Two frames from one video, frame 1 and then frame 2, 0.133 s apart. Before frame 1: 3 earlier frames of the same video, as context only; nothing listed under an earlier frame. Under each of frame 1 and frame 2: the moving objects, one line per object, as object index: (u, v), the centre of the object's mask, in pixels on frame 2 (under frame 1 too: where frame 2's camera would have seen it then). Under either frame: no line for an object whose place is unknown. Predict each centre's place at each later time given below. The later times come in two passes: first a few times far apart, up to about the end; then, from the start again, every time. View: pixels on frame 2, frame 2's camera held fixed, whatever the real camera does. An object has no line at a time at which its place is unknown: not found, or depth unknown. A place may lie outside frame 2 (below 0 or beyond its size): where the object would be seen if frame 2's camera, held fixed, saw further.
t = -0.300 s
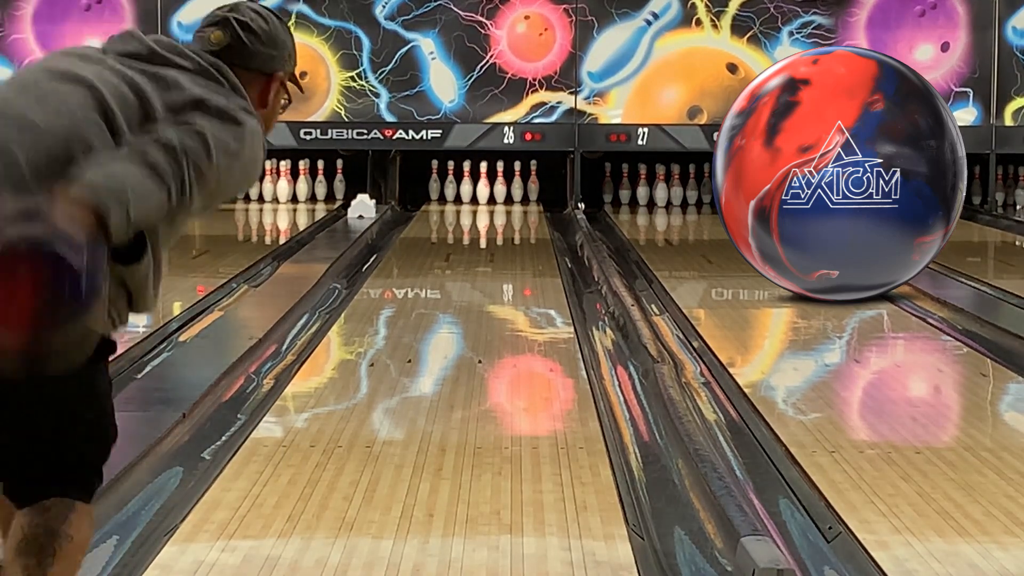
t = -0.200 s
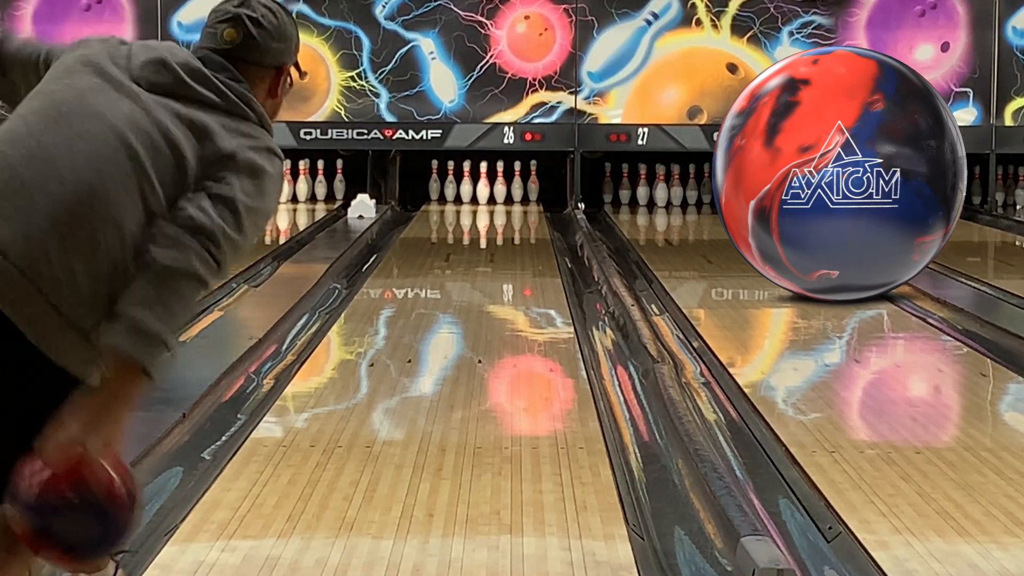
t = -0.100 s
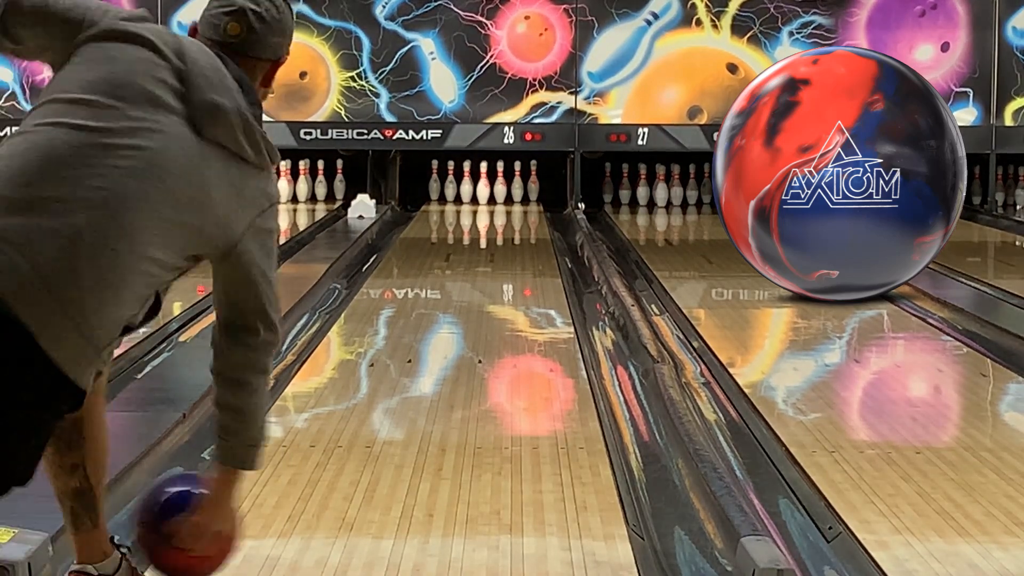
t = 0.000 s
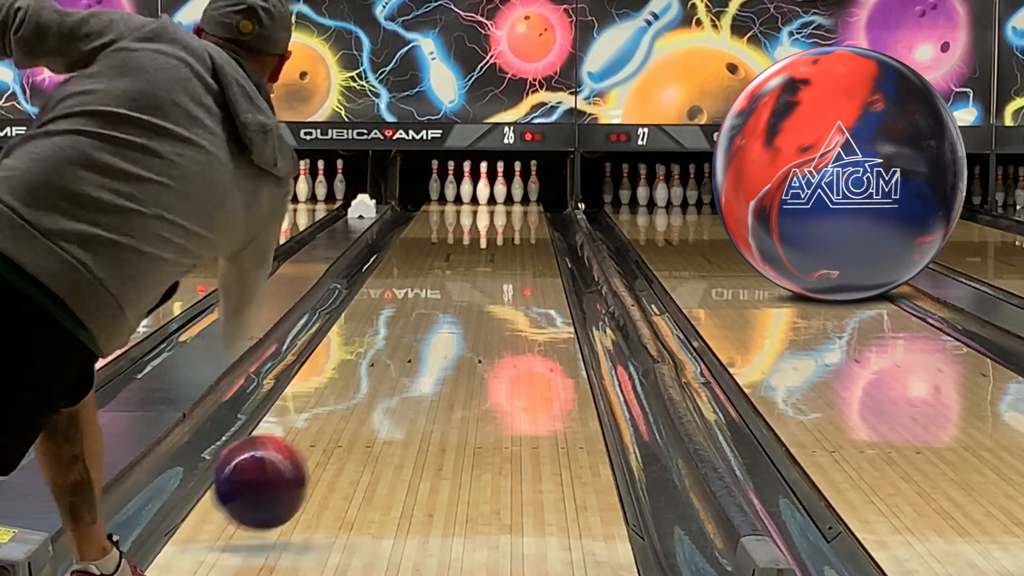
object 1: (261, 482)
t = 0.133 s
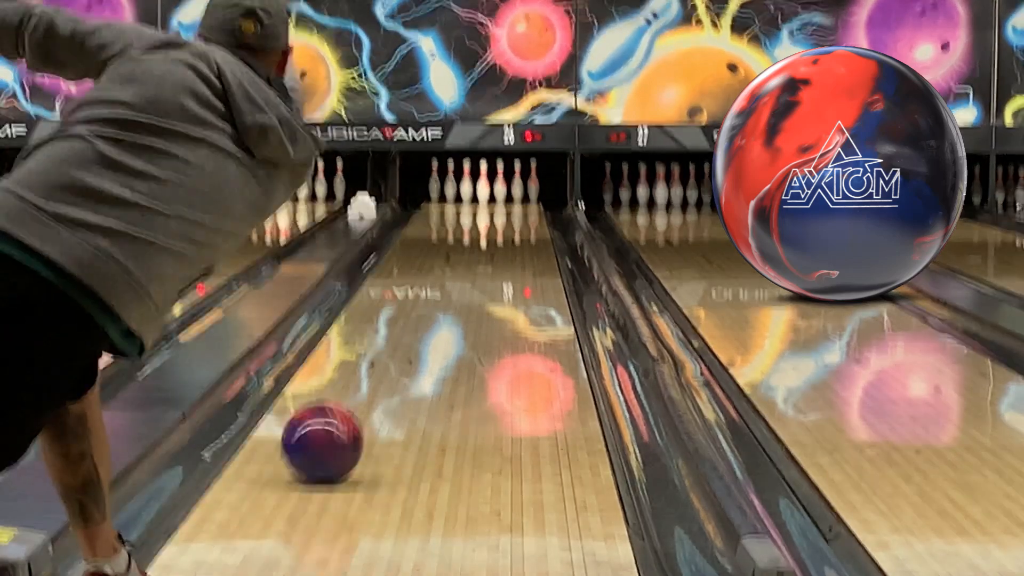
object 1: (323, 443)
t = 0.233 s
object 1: (359, 410)
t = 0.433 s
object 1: (411, 359)
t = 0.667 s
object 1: (453, 317)
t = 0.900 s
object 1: (482, 287)
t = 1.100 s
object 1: (501, 266)
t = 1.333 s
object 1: (517, 246)
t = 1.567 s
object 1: (529, 231)
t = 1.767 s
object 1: (534, 221)
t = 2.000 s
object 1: (532, 210)
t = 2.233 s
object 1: (519, 202)
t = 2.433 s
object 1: (502, 196)
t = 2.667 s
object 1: (489, 191)
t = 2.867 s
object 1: (478, 191)
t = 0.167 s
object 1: (335, 433)
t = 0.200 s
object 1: (347, 421)
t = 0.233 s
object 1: (359, 410)
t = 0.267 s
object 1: (368, 401)
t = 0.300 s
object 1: (378, 391)
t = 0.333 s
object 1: (387, 383)
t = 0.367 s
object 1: (396, 374)
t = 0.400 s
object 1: (403, 366)
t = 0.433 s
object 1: (411, 359)
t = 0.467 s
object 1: (418, 352)
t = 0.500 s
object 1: (425, 345)
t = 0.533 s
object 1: (431, 339)
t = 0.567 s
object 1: (437, 333)
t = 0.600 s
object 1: (443, 327)
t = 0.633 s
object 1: (448, 322)
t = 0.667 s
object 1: (453, 317)
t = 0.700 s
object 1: (458, 312)
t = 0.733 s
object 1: (463, 307)
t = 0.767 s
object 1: (467, 303)
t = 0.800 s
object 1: (471, 299)
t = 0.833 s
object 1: (475, 294)
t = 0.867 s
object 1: (479, 290)
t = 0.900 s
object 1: (482, 287)
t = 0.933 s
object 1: (486, 283)
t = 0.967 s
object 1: (489, 279)
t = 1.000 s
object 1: (493, 276)
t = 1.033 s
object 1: (495, 272)
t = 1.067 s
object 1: (498, 269)
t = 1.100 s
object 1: (501, 266)
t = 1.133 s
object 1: (504, 263)
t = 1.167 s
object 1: (506, 260)
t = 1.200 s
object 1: (509, 257)
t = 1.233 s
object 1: (511, 254)
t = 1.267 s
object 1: (514, 251)
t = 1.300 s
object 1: (516, 249)
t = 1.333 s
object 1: (517, 246)
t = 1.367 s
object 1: (519, 244)
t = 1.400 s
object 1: (522, 242)
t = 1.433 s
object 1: (523, 240)
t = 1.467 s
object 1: (525, 237)
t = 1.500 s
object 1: (526, 235)
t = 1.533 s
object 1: (528, 233)
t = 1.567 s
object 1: (529, 231)
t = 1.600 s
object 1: (530, 229)
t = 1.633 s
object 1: (531, 227)
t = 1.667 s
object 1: (532, 226)
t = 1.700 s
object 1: (533, 224)
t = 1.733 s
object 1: (534, 222)
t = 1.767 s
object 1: (534, 221)
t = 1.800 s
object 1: (534, 219)
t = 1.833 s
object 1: (534, 218)
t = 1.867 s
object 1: (534, 216)
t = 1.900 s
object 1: (534, 215)
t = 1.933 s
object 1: (534, 214)
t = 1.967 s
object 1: (533, 212)
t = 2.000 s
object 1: (532, 210)
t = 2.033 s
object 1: (531, 209)
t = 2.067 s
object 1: (529, 208)
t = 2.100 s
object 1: (528, 207)
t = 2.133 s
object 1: (526, 206)
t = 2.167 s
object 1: (524, 205)
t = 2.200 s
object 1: (522, 203)
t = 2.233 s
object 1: (519, 202)
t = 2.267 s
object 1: (517, 201)
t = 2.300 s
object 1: (514, 201)
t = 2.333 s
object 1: (511, 199)
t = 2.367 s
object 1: (508, 198)
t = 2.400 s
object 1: (504, 197)
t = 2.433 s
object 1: (502, 196)
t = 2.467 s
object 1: (499, 195)
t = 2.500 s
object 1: (497, 193)
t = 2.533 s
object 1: (493, 193)
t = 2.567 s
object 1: (493, 193)
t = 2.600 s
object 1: (493, 192)
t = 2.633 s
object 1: (490, 191)
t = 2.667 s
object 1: (489, 191)
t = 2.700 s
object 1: (489, 190)
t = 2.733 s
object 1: (488, 190)
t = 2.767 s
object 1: (487, 189)
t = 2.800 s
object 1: (486, 189)
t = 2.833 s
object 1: (483, 189)
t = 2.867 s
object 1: (478, 191)
